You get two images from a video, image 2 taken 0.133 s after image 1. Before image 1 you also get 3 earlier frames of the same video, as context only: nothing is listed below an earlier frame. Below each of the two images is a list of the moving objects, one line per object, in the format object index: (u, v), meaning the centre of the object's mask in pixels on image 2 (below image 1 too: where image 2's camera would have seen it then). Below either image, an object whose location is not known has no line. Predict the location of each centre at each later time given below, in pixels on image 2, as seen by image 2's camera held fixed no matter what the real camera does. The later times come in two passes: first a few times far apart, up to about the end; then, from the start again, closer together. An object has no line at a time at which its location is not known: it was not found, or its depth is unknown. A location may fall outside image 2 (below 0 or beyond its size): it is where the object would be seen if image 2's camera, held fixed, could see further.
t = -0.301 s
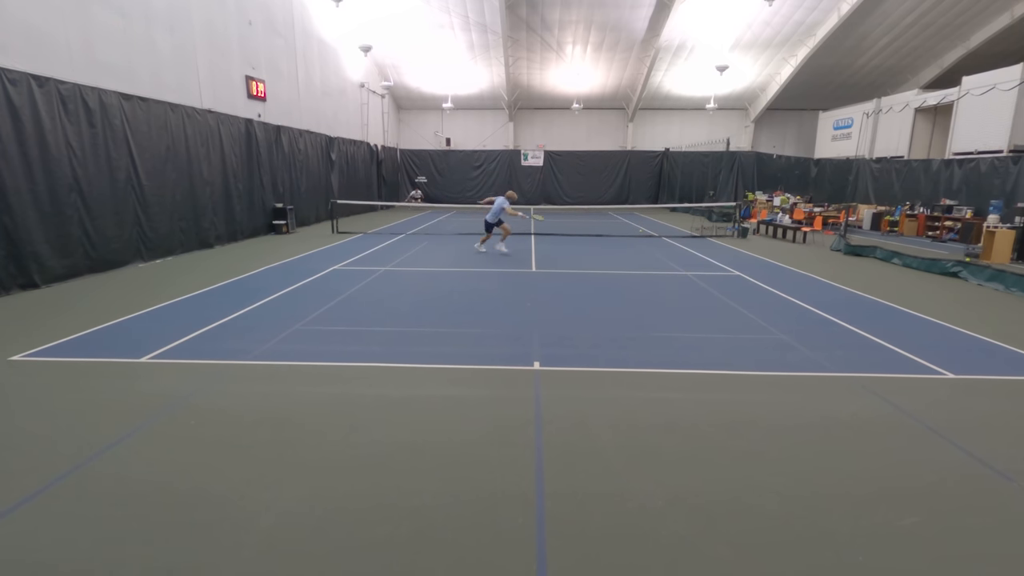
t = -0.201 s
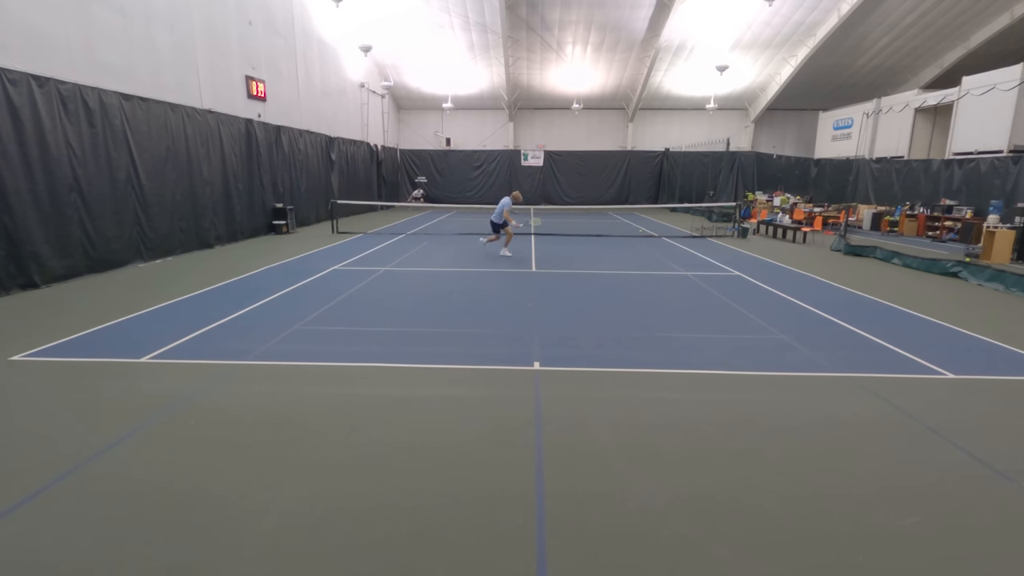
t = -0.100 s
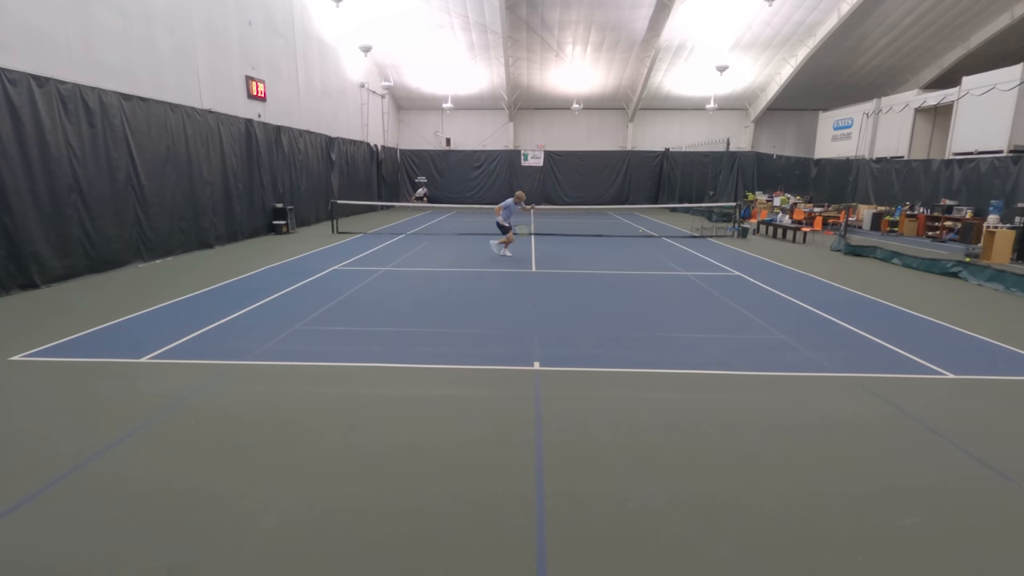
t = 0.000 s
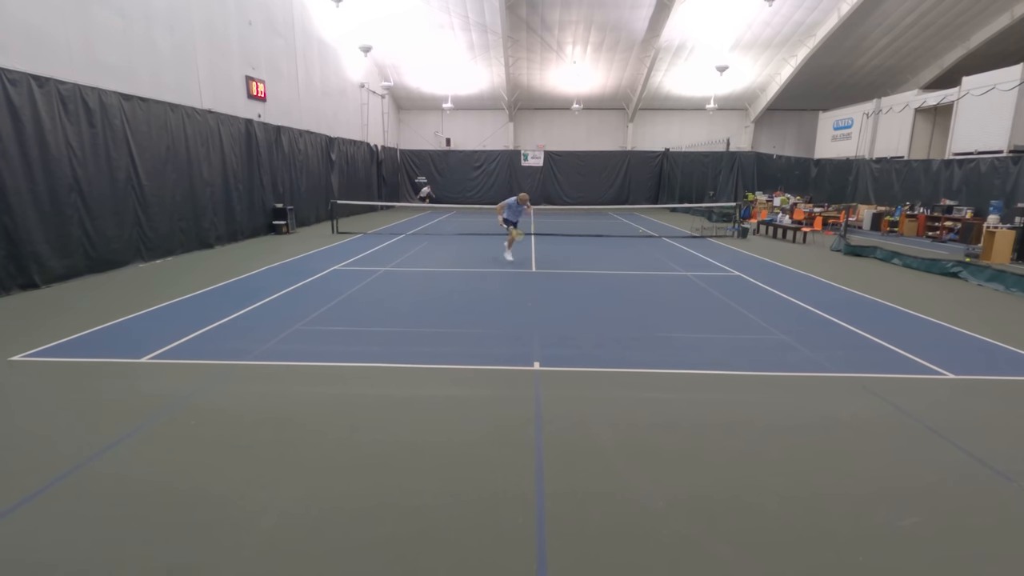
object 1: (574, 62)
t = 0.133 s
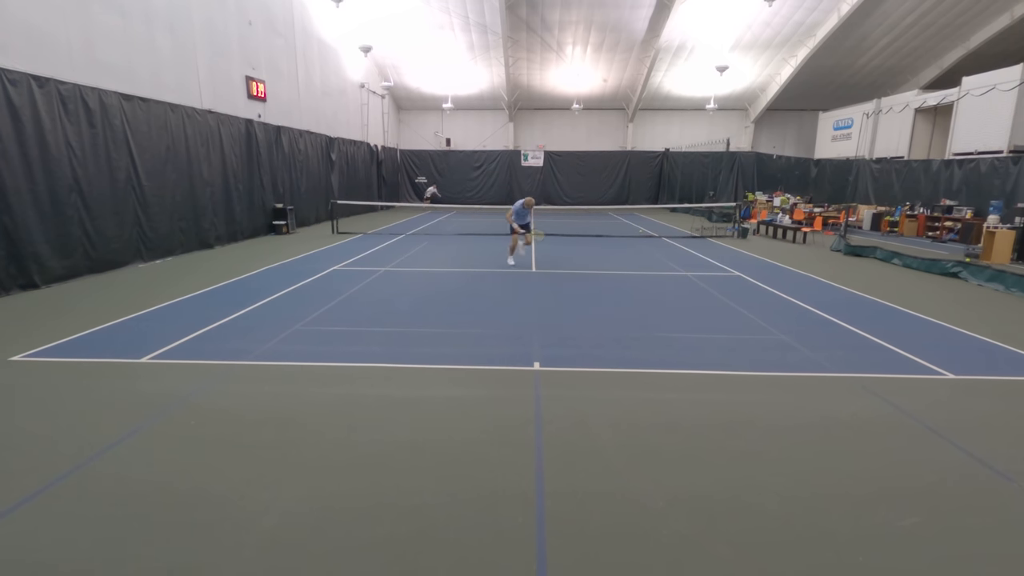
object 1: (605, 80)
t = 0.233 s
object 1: (629, 103)
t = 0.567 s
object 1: (753, 261)
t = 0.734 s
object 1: (829, 309)
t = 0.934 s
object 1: (920, 224)
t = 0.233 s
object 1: (629, 103)
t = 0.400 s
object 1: (684, 162)
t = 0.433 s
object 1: (697, 179)
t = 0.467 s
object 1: (709, 196)
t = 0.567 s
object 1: (753, 261)
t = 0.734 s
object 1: (829, 309)
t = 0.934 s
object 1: (920, 224)
